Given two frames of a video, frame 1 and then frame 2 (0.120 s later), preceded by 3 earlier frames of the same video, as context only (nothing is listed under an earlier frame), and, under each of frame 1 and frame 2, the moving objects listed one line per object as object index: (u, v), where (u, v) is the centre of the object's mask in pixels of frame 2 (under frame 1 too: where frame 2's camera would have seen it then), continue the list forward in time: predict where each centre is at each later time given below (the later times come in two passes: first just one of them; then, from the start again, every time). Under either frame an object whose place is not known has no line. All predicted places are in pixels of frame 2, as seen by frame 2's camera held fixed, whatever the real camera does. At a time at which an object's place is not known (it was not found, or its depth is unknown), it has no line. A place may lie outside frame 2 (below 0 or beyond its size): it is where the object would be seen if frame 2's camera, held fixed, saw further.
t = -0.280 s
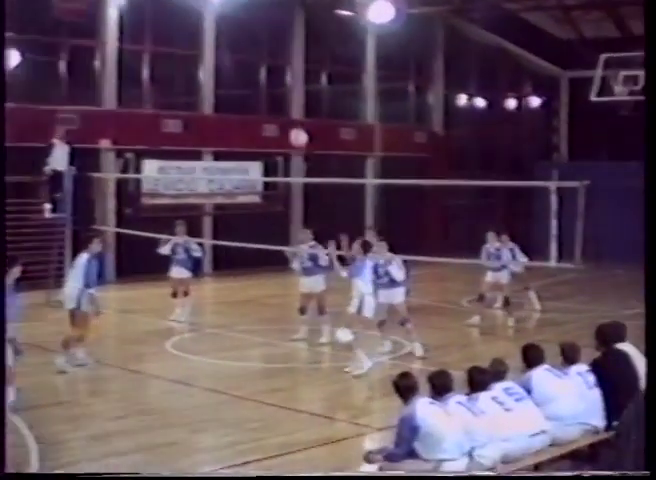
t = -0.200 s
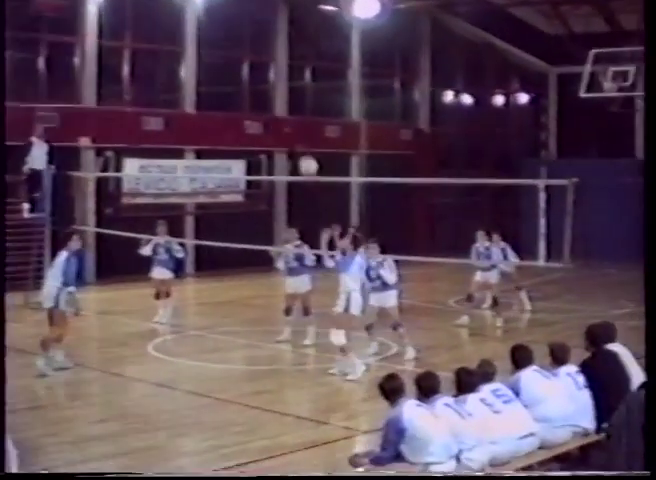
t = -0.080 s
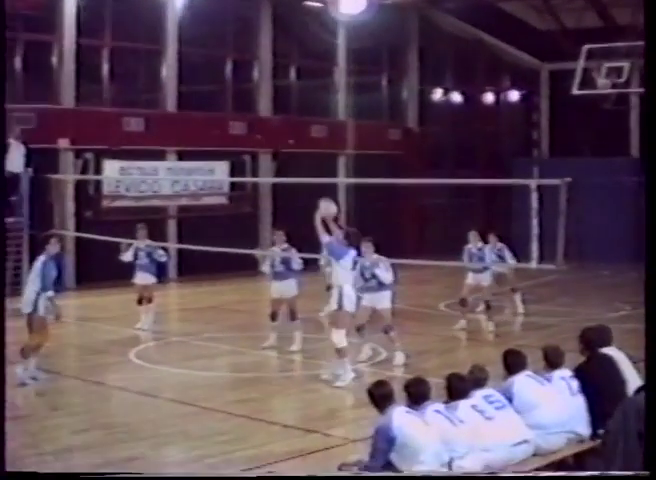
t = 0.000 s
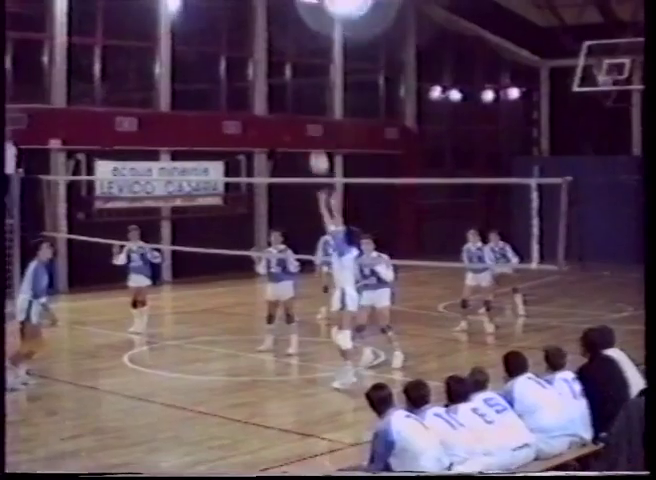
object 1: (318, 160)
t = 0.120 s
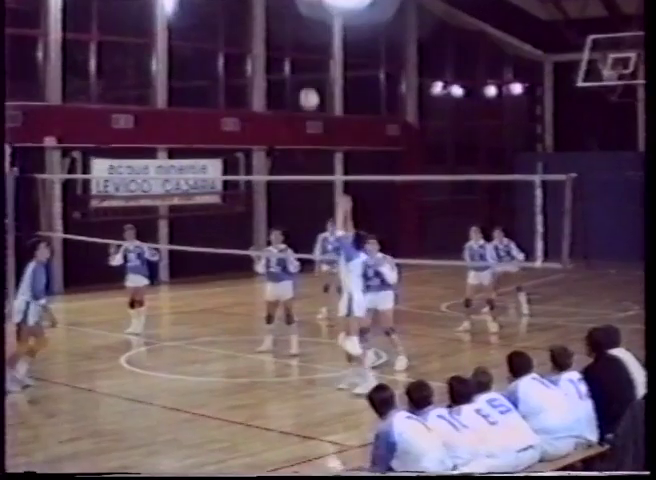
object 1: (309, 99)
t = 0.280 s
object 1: (299, 42)
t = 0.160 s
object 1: (307, 82)
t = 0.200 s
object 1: (304, 67)
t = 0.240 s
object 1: (302, 54)
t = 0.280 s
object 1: (299, 42)
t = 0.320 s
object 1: (297, 31)
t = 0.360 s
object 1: (295, 22)
